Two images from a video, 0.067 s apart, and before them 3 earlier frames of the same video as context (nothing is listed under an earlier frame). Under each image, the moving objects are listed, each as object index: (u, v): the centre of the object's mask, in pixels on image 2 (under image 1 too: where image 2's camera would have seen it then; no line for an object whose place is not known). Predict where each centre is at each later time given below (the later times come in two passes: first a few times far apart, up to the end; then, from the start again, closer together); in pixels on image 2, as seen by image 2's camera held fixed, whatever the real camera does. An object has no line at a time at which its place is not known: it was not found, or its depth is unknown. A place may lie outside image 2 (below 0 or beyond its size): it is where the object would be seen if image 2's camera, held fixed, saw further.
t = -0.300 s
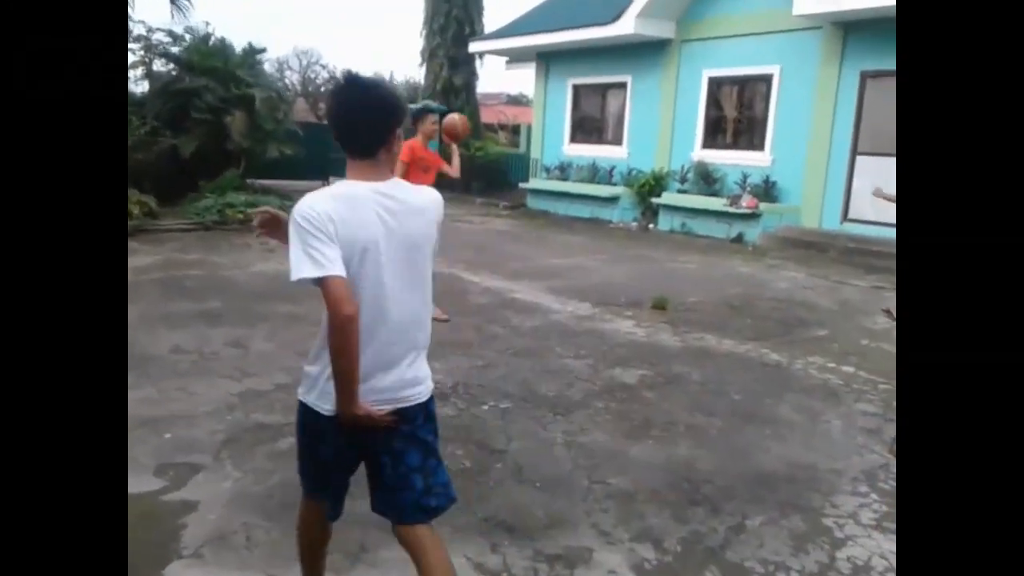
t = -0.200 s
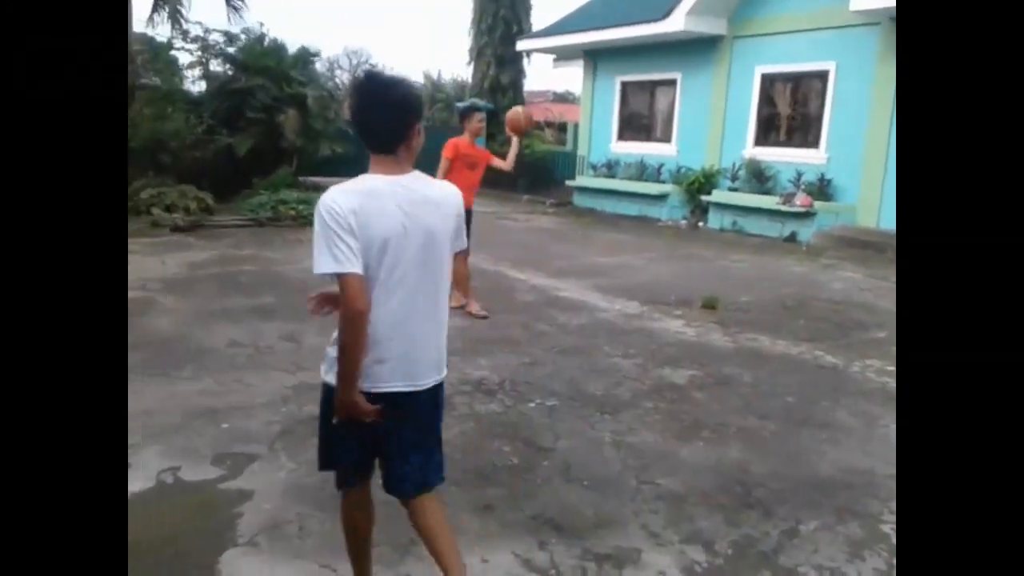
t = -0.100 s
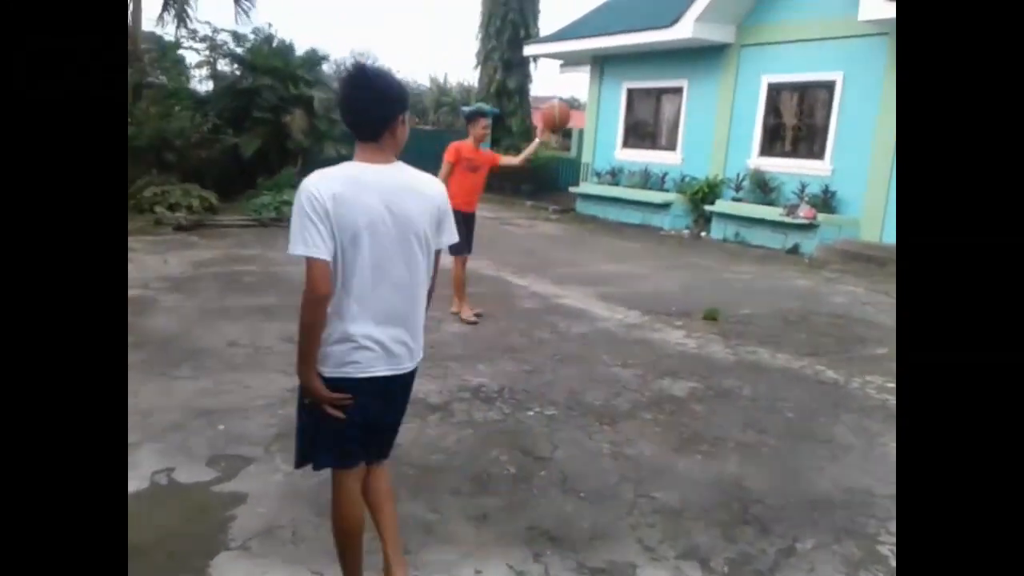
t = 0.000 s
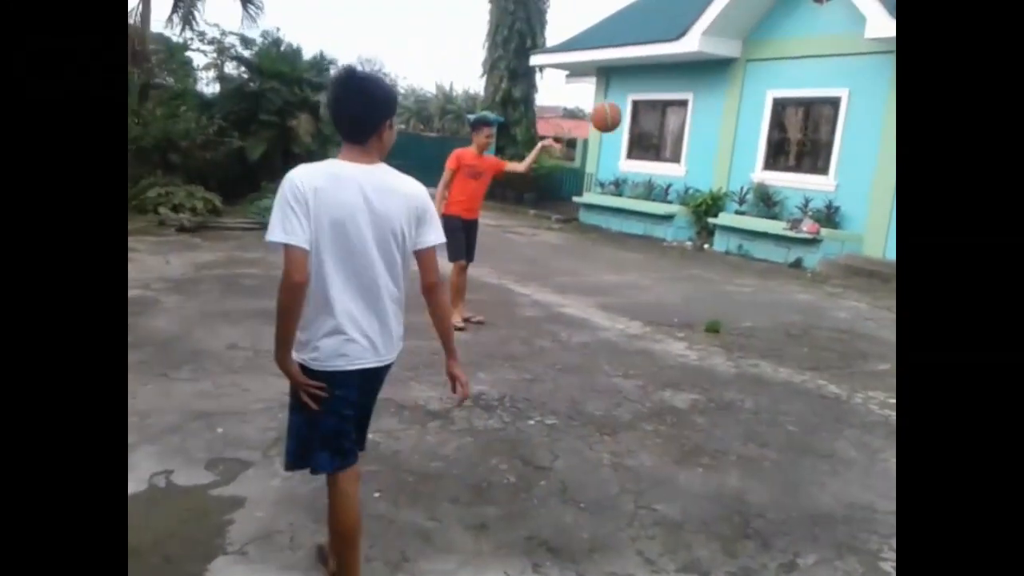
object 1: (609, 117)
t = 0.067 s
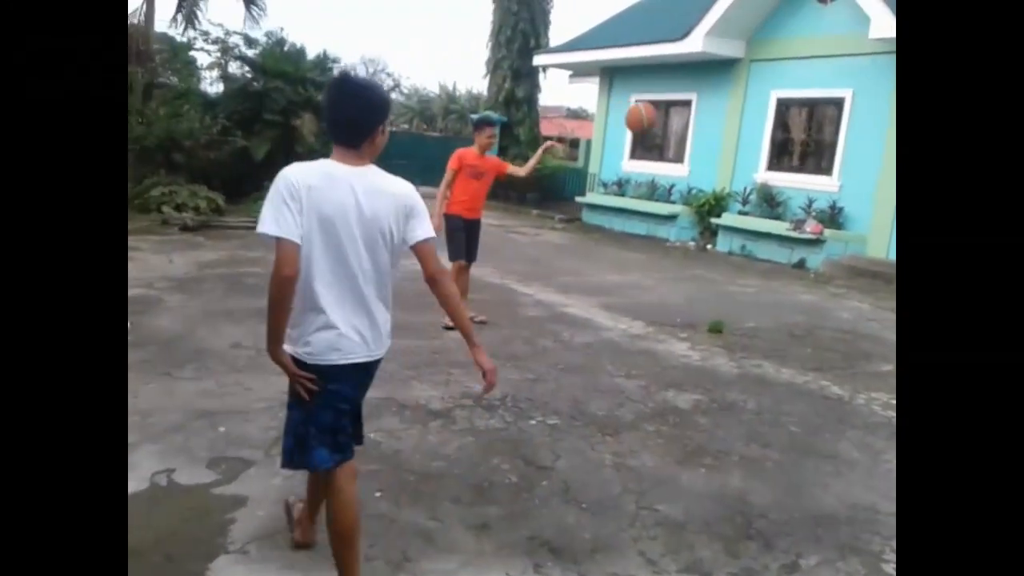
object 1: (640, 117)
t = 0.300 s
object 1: (771, 190)
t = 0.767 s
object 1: (982, 304)
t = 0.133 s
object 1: (689, 132)
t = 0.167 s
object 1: (706, 141)
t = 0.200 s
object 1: (722, 150)
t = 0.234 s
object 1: (738, 161)
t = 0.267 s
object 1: (755, 175)
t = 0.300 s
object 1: (771, 190)
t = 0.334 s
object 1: (787, 207)
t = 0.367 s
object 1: (805, 225)
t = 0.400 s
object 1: (821, 245)
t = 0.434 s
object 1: (837, 269)
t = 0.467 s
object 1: (854, 293)
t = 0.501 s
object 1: (870, 321)
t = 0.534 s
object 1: (887, 348)
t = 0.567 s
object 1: (904, 380)
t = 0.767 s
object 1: (982, 304)
